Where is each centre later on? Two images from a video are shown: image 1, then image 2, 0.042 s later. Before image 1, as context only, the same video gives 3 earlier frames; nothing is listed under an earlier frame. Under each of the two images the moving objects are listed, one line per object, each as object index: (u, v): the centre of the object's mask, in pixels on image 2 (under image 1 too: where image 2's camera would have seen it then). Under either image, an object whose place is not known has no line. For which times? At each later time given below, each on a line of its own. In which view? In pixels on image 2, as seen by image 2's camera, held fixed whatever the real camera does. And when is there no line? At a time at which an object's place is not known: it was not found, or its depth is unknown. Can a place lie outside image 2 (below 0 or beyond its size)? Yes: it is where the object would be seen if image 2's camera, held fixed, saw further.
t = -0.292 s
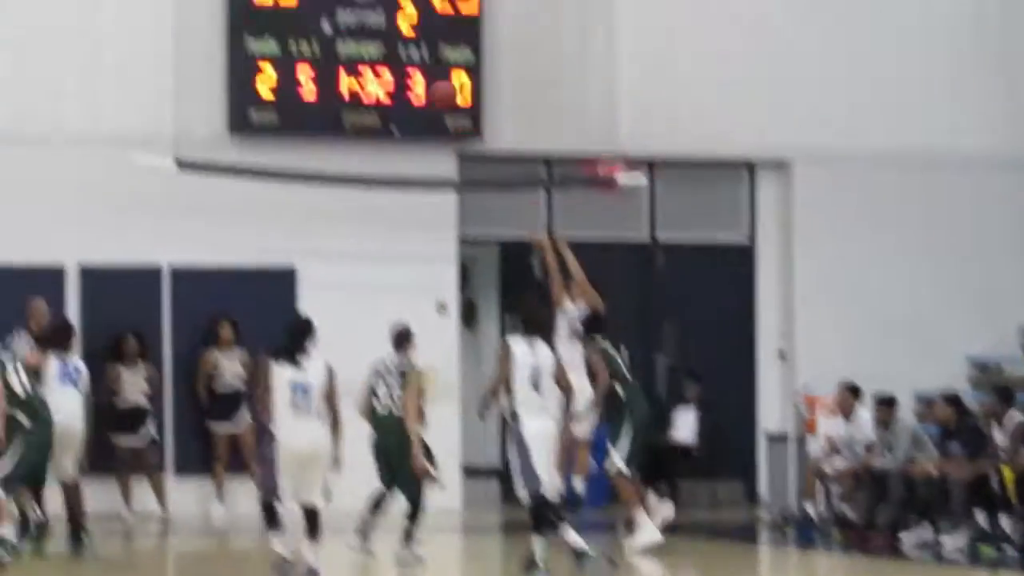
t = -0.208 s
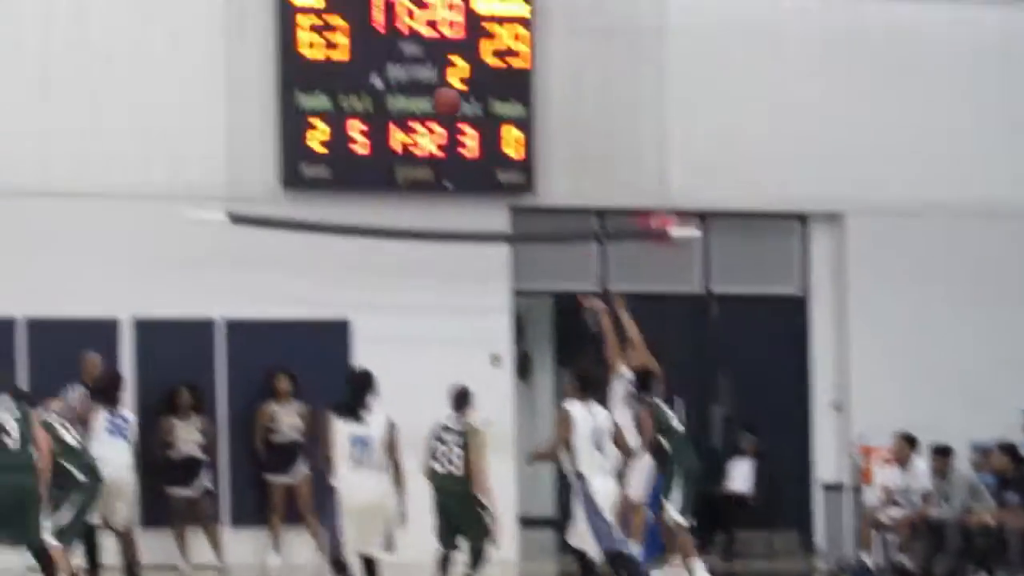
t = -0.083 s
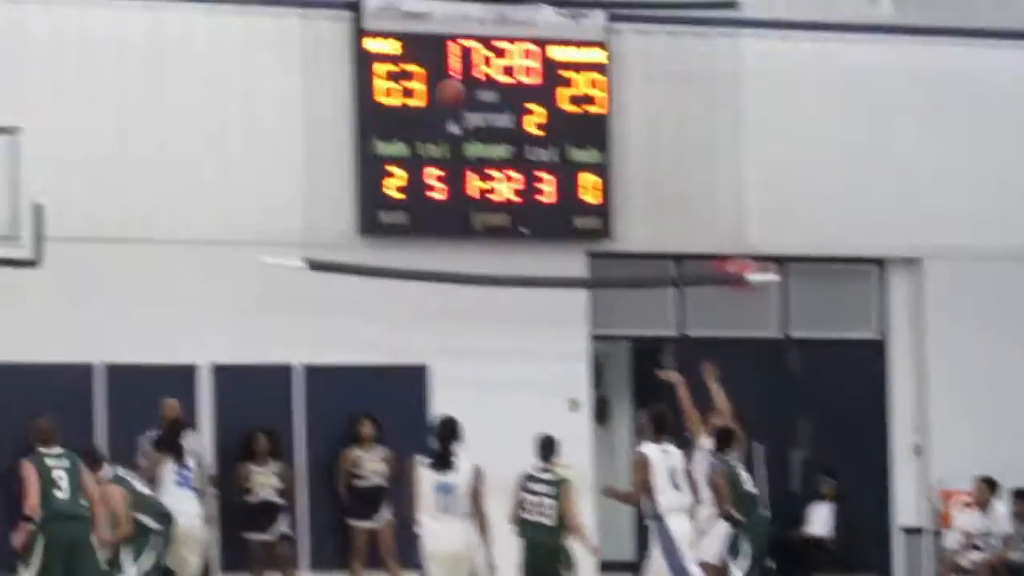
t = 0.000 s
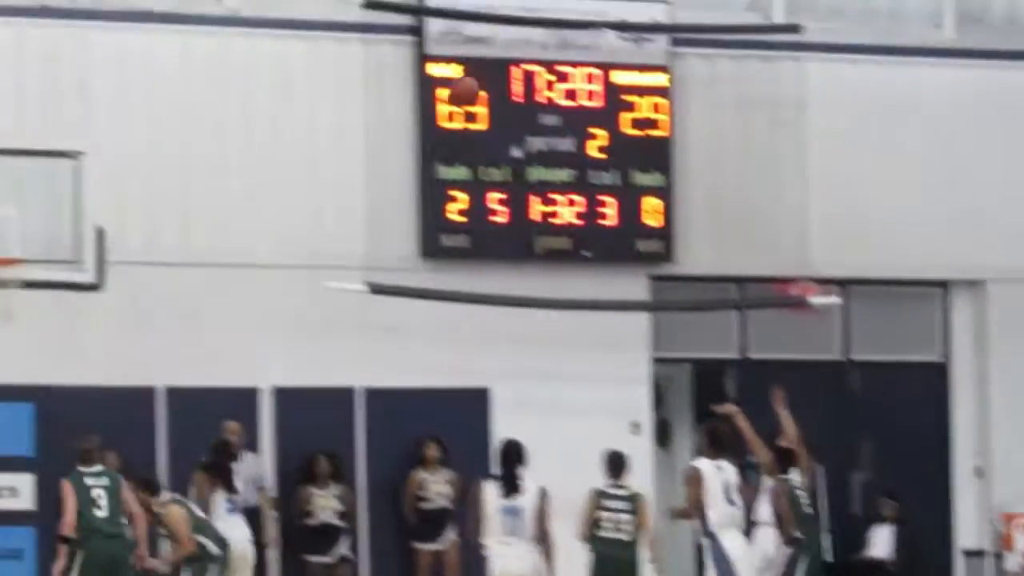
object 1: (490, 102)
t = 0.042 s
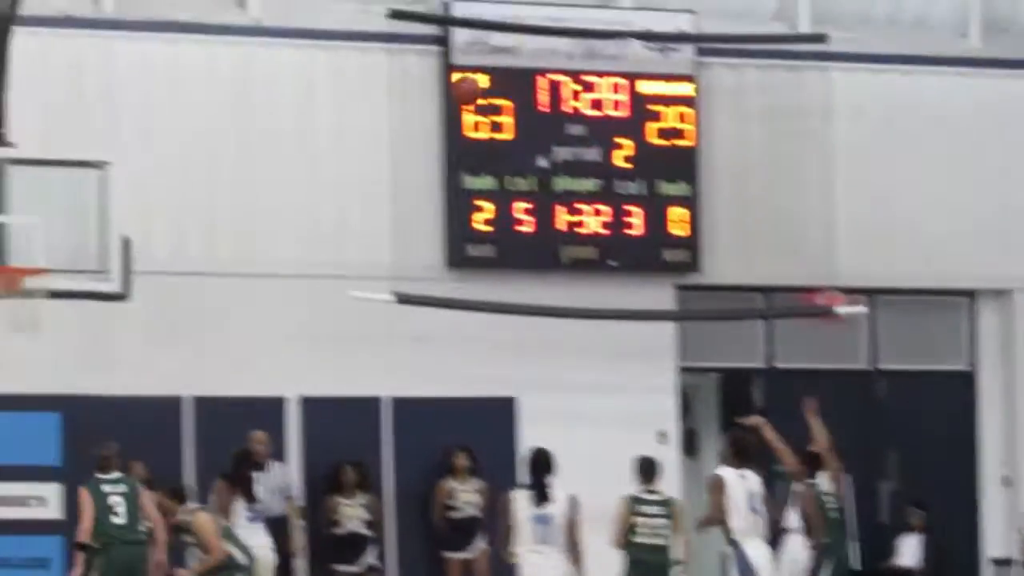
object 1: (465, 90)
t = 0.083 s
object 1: (440, 82)
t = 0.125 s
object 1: (417, 76)
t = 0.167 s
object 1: (392, 72)
